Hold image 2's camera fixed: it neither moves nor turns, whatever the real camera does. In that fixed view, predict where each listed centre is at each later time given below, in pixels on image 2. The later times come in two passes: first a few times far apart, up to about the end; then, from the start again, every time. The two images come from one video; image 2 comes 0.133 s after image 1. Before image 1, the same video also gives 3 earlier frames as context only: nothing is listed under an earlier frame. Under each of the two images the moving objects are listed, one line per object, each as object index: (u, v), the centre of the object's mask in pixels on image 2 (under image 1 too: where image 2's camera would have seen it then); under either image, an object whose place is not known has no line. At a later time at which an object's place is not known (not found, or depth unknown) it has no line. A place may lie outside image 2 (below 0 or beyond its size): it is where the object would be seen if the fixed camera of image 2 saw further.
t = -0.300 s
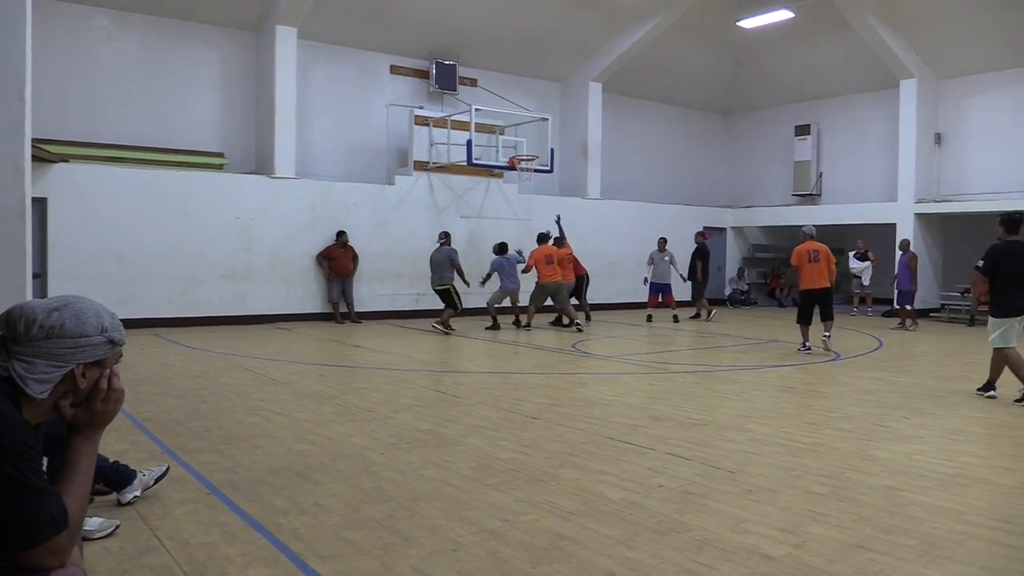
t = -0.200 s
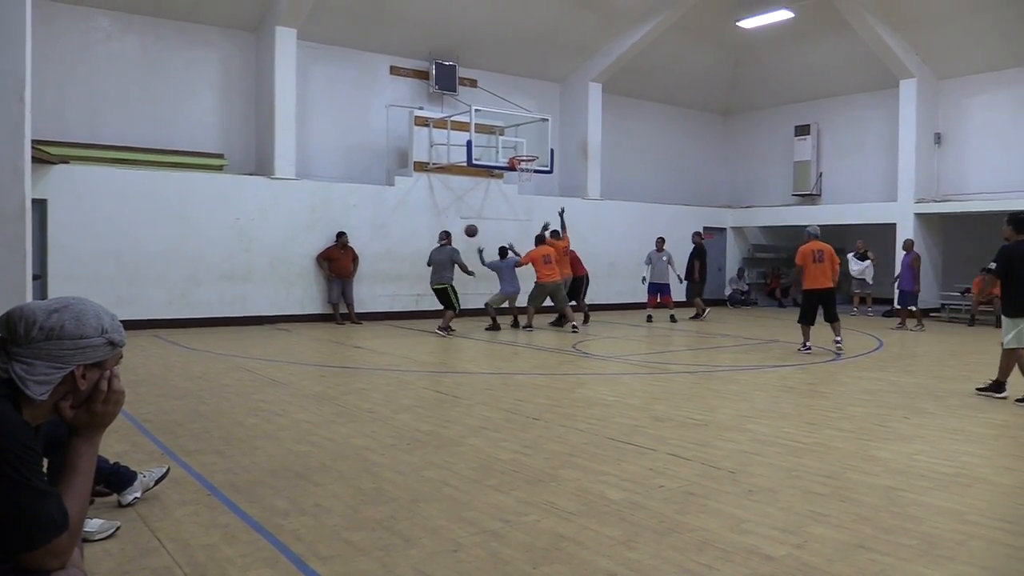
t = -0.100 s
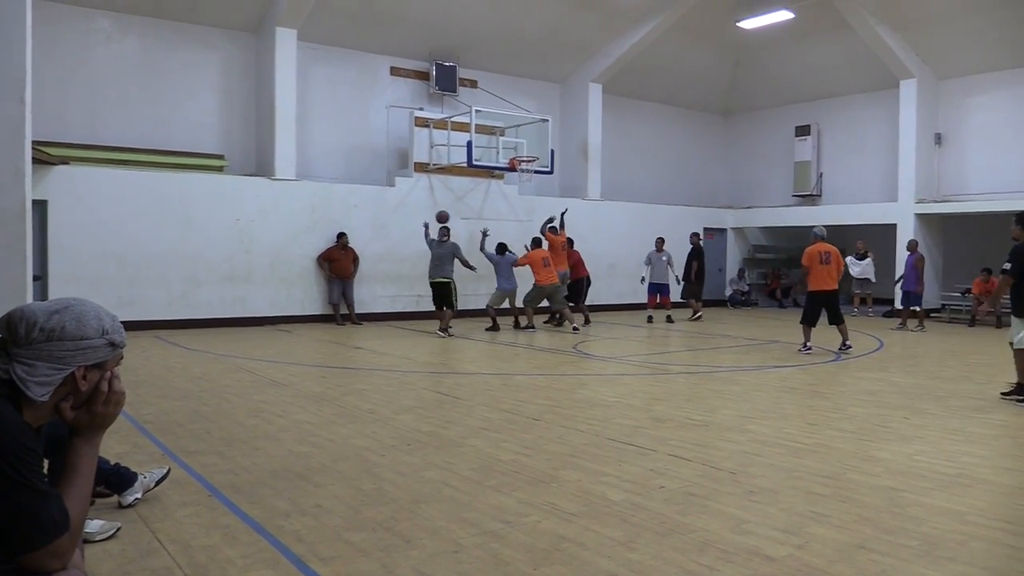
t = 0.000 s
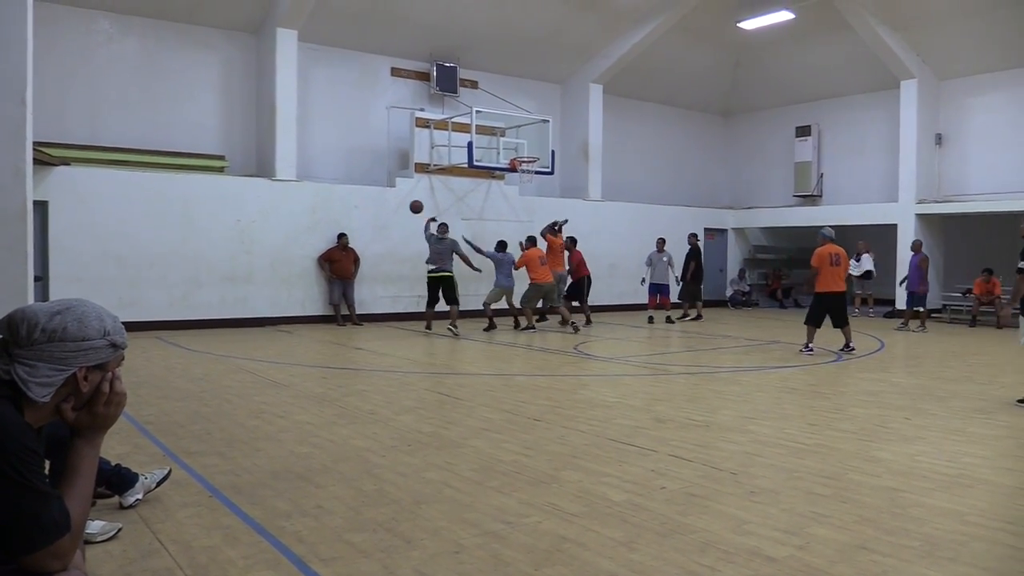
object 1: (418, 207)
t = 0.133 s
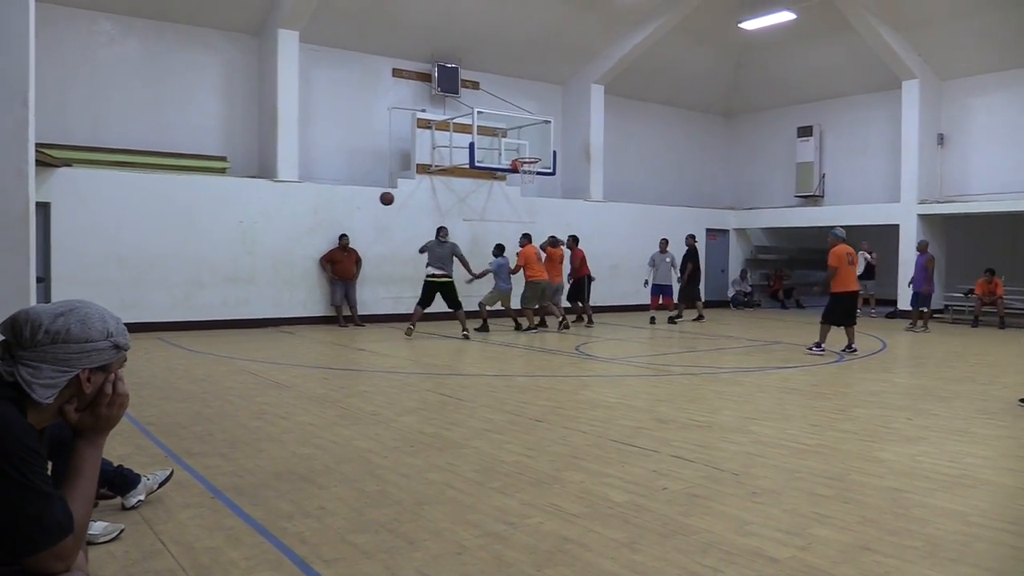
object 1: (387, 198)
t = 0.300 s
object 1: (347, 202)
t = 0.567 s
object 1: (281, 243)
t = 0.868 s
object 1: (207, 321)
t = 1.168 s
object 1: (139, 255)
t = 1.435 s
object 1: (78, 245)
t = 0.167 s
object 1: (379, 198)
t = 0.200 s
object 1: (371, 198)
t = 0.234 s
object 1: (363, 198)
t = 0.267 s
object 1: (355, 199)
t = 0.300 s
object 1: (347, 202)
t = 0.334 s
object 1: (339, 204)
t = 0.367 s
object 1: (330, 208)
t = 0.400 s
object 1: (322, 212)
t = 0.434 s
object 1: (314, 216)
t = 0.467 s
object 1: (306, 222)
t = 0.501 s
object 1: (297, 228)
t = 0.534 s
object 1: (289, 235)
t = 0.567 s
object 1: (281, 243)
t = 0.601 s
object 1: (273, 251)
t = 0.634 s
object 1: (264, 260)
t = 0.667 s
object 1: (255, 270)
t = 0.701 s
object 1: (247, 281)
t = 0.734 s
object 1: (239, 292)
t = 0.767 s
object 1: (230, 305)
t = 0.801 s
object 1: (222, 318)
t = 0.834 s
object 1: (213, 330)
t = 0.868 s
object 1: (207, 321)
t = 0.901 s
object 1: (199, 311)
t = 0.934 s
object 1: (191, 302)
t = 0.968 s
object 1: (184, 293)
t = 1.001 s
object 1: (176, 285)
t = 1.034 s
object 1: (169, 278)
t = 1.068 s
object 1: (161, 271)
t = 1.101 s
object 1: (154, 265)
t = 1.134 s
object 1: (146, 260)
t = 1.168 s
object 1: (139, 255)
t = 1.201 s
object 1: (131, 252)
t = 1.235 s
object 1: (123, 249)
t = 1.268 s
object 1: (116, 246)
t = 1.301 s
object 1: (108, 244)
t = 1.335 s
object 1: (101, 243)
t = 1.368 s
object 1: (93, 243)
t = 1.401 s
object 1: (85, 244)
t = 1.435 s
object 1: (78, 245)
